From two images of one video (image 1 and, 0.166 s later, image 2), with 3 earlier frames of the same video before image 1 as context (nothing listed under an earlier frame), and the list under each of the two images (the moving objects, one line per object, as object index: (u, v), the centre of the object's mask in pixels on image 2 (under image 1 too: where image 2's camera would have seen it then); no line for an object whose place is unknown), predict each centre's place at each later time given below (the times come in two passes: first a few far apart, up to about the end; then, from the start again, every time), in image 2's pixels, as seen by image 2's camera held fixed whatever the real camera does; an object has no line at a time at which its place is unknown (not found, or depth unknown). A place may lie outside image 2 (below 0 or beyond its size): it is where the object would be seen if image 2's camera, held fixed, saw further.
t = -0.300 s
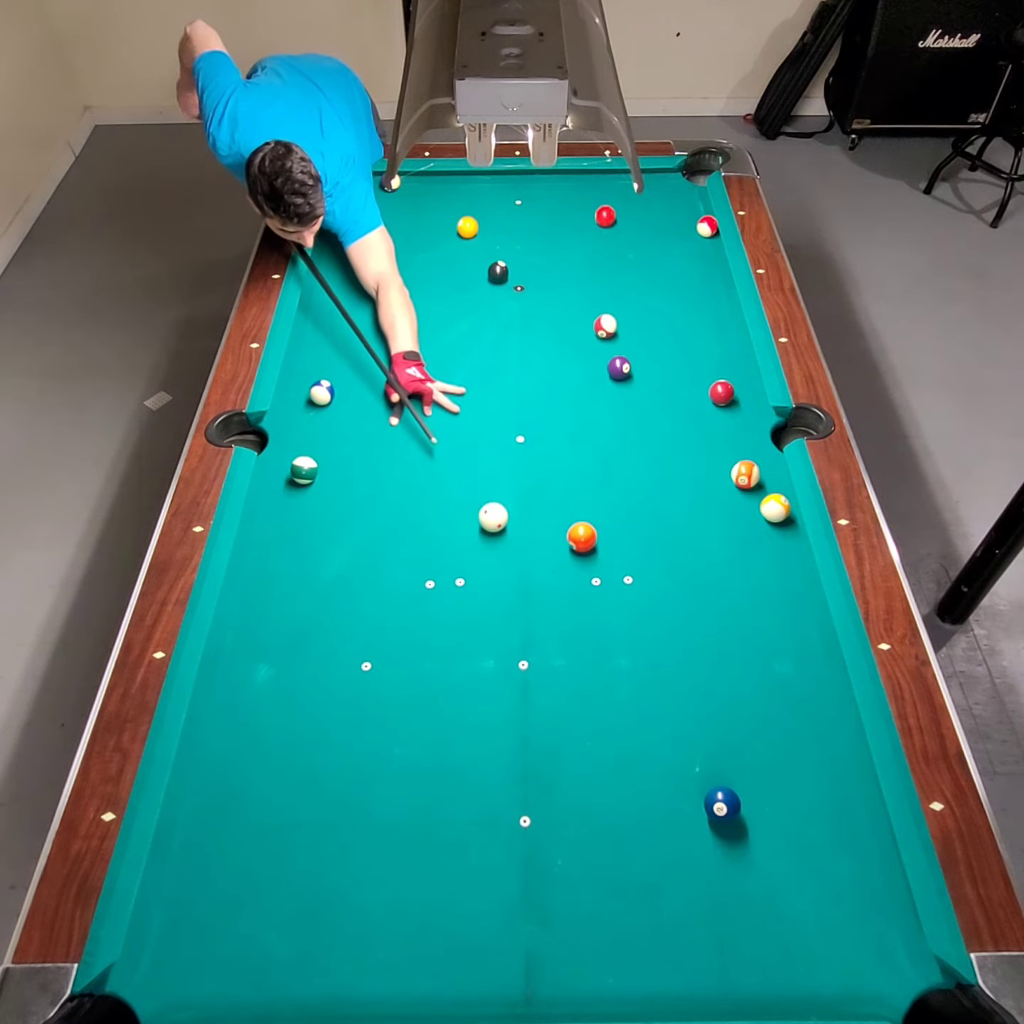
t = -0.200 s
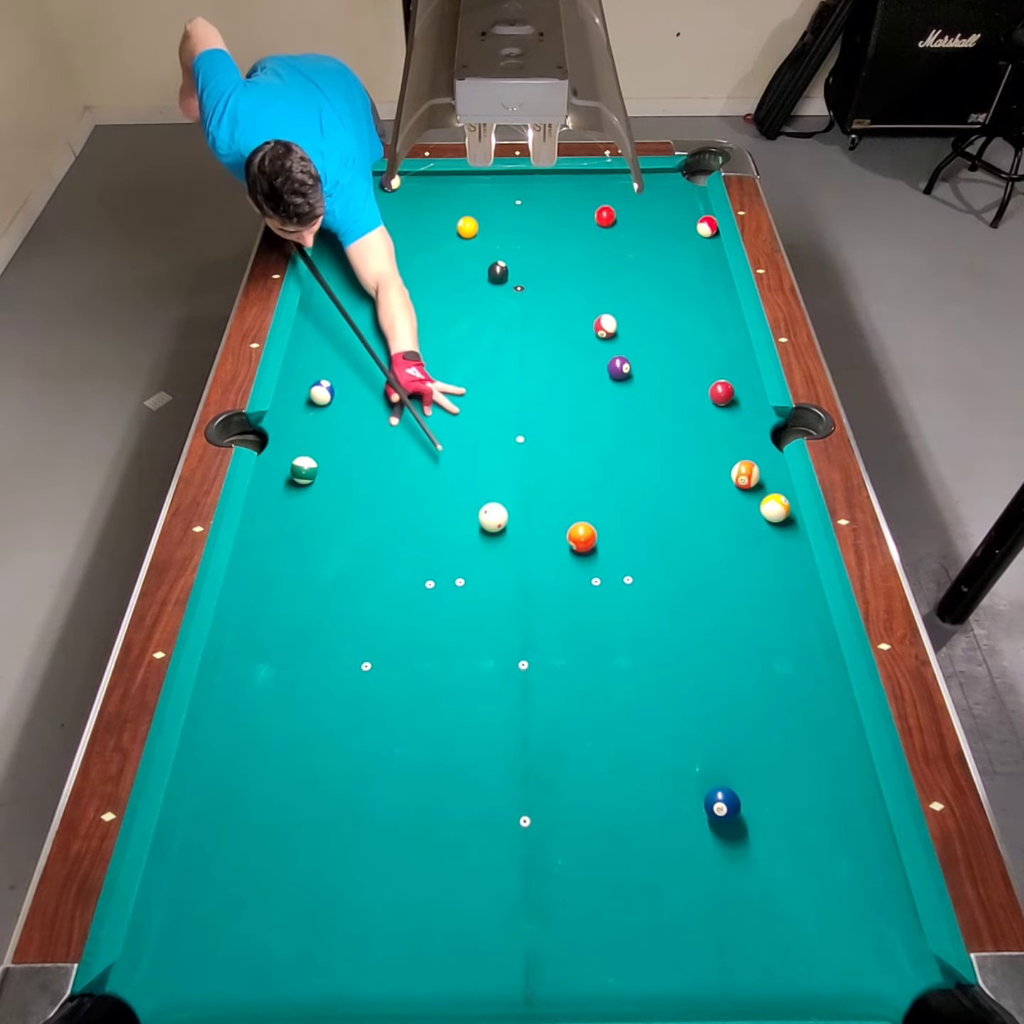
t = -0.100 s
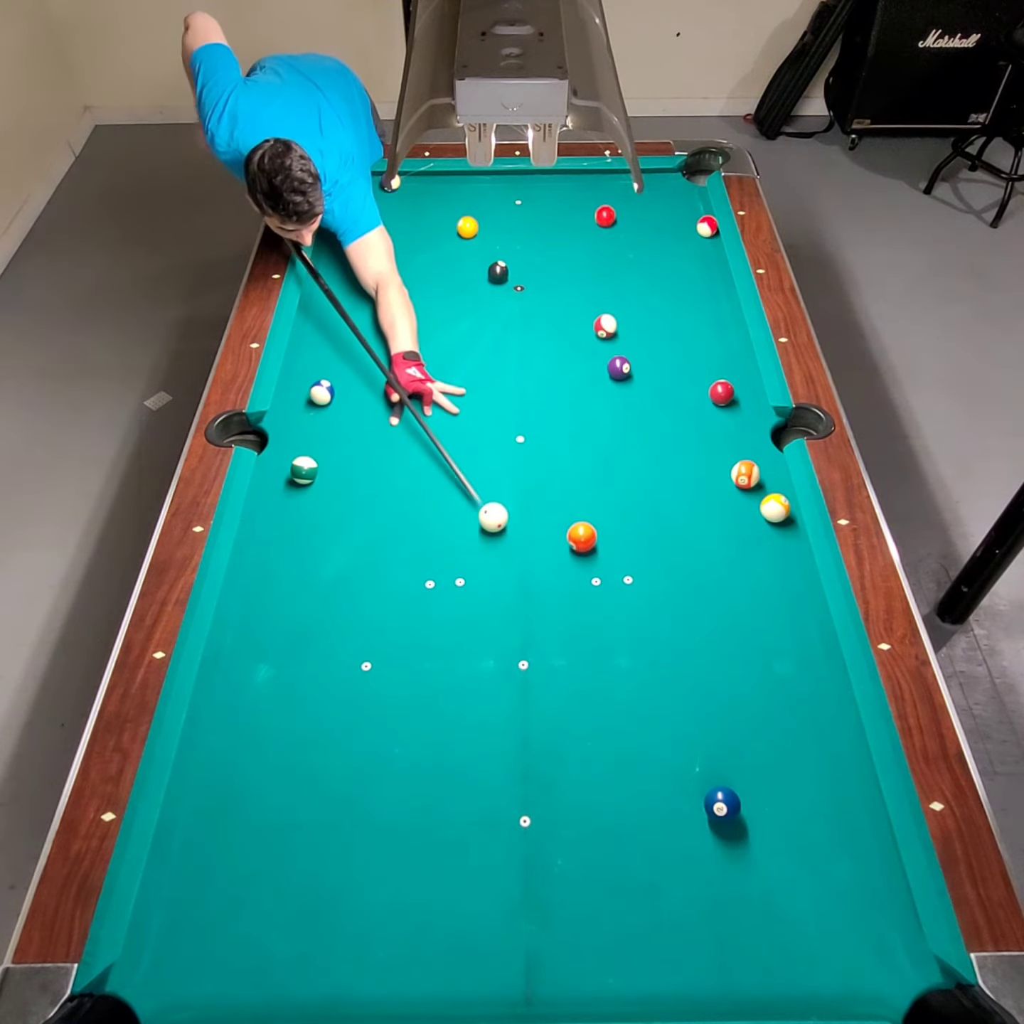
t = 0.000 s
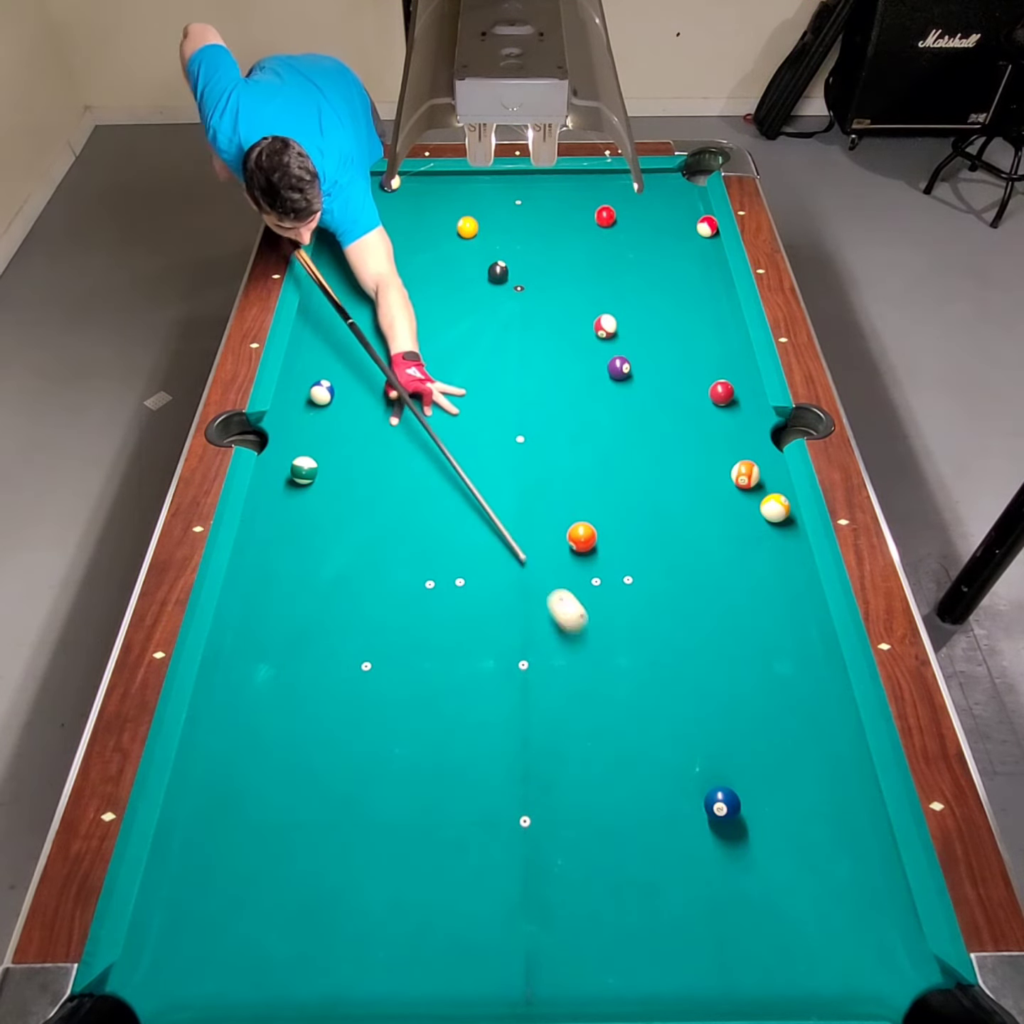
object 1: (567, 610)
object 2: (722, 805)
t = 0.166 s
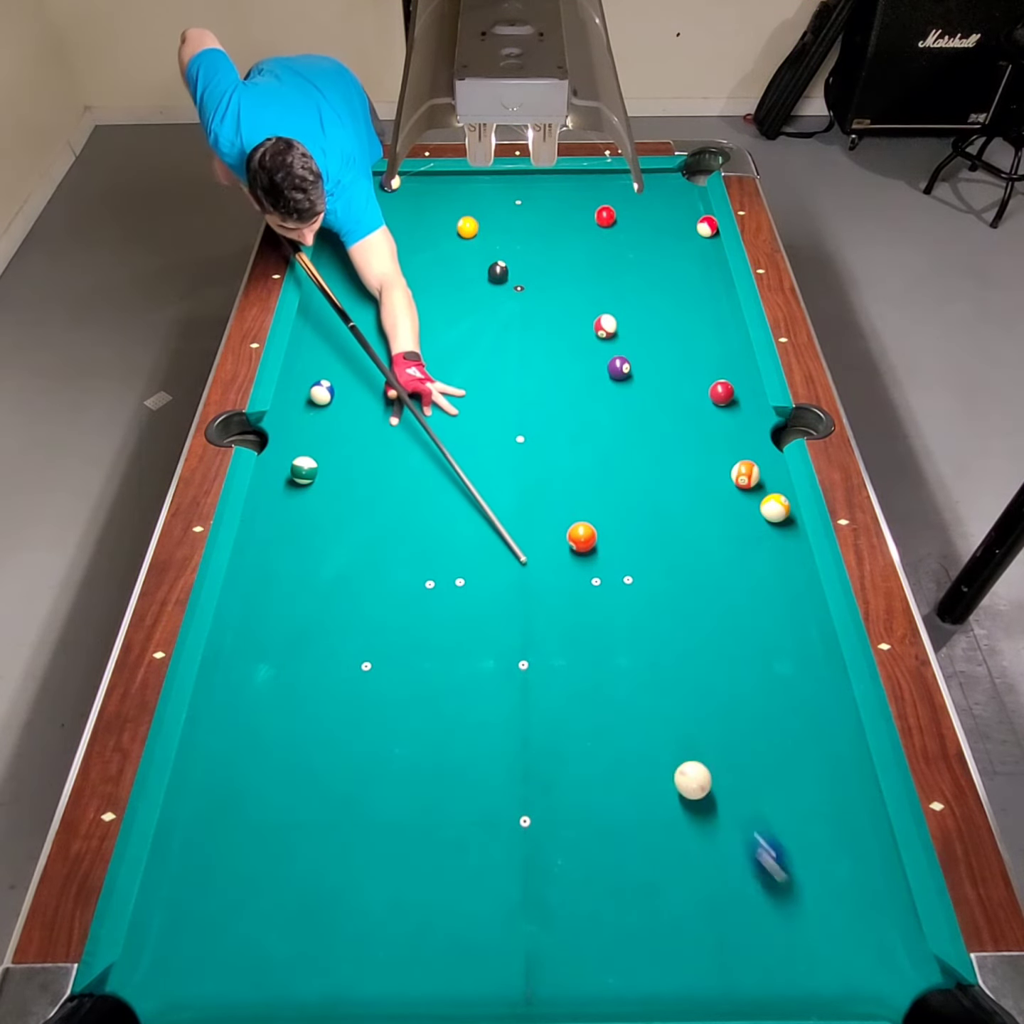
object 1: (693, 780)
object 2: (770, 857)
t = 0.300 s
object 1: (673, 776)
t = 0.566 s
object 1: (626, 748)
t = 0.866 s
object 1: (581, 721)
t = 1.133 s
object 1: (547, 699)
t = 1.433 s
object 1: (516, 678)
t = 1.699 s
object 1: (492, 661)
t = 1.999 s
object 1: (472, 645)
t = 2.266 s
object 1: (458, 634)
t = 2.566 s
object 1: (447, 624)
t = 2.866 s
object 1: (440, 616)
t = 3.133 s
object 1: (437, 612)
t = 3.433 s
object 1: (436, 610)
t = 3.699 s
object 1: (436, 610)
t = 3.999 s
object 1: (436, 610)
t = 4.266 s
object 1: (436, 610)
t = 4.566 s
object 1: (436, 610)
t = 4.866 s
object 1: (436, 610)
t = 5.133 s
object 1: (436, 610)
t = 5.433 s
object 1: (436, 611)
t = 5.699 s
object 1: (436, 611)
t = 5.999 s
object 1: (436, 611)
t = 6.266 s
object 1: (436, 611)
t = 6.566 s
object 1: (436, 610)
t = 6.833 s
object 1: (436, 611)
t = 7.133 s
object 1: (436, 611)
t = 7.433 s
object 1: (436, 611)
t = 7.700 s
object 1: (436, 611)
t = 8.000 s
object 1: (436, 611)
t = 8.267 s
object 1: (436, 611)
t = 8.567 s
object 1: (436, 610)
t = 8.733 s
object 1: (436, 610)
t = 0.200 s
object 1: (689, 781)
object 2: (811, 903)
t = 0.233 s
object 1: (684, 781)
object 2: (855, 946)
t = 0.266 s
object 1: (679, 779)
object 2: (905, 1002)
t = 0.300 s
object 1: (673, 776)
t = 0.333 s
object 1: (666, 772)
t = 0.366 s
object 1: (660, 769)
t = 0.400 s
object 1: (654, 765)
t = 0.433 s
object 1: (649, 762)
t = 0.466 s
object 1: (643, 758)
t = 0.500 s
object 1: (637, 755)
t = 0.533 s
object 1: (631, 752)
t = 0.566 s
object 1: (626, 748)
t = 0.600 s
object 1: (620, 745)
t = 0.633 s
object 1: (615, 742)
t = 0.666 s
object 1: (610, 739)
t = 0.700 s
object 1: (605, 736)
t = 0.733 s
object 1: (600, 733)
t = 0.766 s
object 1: (595, 730)
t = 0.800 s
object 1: (590, 727)
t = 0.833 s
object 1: (585, 724)
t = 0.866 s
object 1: (581, 721)
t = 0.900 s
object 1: (576, 718)
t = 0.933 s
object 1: (572, 715)
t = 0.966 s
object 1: (568, 713)
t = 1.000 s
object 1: (563, 710)
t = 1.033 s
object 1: (559, 707)
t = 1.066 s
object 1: (555, 704)
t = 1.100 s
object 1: (551, 702)
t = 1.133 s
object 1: (547, 699)
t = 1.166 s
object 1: (543, 697)
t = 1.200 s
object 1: (539, 694)
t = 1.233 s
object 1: (536, 692)
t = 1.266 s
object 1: (532, 690)
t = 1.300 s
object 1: (529, 687)
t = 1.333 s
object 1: (525, 685)
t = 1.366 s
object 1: (522, 683)
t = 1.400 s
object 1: (519, 680)
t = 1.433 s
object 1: (516, 678)
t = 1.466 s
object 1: (513, 675)
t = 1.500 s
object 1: (510, 673)
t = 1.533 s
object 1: (506, 671)
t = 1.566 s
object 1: (503, 669)
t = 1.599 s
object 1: (501, 667)
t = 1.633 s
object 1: (498, 665)
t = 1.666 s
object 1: (495, 663)
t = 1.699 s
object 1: (492, 661)
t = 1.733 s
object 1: (490, 659)
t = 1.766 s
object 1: (487, 657)
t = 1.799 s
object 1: (485, 655)
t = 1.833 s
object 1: (483, 653)
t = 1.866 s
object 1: (480, 652)
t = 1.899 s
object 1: (478, 650)
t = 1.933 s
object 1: (476, 648)
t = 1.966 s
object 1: (474, 647)
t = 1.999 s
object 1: (472, 645)
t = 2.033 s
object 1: (470, 644)
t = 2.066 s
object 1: (468, 642)
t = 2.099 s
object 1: (466, 641)
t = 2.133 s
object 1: (464, 639)
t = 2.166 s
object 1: (463, 638)
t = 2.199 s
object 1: (461, 637)
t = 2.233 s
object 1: (459, 635)
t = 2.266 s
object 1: (458, 634)
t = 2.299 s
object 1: (456, 633)
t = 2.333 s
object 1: (455, 631)
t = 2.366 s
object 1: (454, 630)
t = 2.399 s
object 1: (452, 629)
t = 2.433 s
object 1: (451, 628)
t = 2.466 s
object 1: (450, 627)
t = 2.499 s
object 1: (449, 626)
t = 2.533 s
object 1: (448, 625)
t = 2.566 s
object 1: (447, 624)
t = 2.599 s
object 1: (446, 623)
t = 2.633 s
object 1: (445, 621)
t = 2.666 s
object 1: (444, 621)
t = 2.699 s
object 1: (443, 620)
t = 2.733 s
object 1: (443, 619)
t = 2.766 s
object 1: (442, 618)
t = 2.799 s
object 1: (441, 617)
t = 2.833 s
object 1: (440, 617)
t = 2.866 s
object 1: (440, 616)
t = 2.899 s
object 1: (439, 616)
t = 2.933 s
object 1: (439, 615)
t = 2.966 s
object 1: (438, 615)
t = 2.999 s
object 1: (438, 614)
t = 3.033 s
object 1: (437, 614)
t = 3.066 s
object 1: (437, 613)
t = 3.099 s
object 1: (437, 613)
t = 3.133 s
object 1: (437, 612)
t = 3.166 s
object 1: (437, 612)
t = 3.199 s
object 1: (436, 612)
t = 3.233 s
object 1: (436, 611)
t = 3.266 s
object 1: (436, 611)
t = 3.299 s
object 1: (436, 611)
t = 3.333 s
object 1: (436, 611)
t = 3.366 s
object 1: (436, 611)
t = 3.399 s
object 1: (436, 610)
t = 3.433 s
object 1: (436, 610)
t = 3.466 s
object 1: (436, 610)
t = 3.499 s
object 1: (436, 610)
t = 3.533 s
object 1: (436, 610)
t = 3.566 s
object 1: (436, 610)
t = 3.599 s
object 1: (436, 610)
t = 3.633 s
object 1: (436, 610)
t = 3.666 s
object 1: (436, 610)
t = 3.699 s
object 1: (436, 610)
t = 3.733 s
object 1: (436, 610)
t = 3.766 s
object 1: (436, 610)
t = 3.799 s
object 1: (436, 610)
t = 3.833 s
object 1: (436, 610)
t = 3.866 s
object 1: (436, 610)
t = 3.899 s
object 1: (436, 610)
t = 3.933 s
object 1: (436, 610)
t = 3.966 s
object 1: (436, 610)
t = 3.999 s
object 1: (436, 610)
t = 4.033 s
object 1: (436, 610)
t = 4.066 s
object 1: (436, 610)
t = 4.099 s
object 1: (436, 610)
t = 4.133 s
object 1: (436, 610)
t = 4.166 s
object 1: (436, 610)
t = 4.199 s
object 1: (436, 610)
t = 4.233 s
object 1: (436, 610)
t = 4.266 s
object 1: (436, 610)
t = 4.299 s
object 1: (436, 610)
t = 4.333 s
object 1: (436, 610)
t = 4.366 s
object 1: (436, 610)
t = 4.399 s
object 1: (436, 610)
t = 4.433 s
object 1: (436, 610)
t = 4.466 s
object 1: (436, 610)
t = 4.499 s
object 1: (436, 610)
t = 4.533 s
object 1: (436, 610)
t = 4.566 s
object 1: (436, 610)
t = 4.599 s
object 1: (436, 610)
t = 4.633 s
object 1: (436, 610)
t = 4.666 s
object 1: (436, 610)
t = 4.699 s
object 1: (436, 610)
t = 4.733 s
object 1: (436, 610)
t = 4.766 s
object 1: (436, 610)
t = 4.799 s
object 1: (436, 610)
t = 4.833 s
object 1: (436, 610)
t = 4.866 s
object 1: (436, 610)
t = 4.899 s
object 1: (436, 610)
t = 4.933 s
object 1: (436, 610)
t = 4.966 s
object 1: (436, 611)
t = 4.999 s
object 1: (436, 611)
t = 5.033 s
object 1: (436, 611)
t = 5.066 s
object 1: (436, 610)
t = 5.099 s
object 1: (436, 610)
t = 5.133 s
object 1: (436, 610)
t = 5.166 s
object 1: (436, 611)
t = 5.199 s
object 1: (436, 610)
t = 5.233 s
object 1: (436, 611)
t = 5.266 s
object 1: (436, 611)
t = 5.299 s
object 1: (436, 611)
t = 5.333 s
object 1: (436, 611)
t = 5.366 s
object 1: (436, 611)
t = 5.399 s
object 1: (436, 611)
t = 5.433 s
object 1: (436, 611)
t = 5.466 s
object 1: (436, 611)
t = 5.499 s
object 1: (436, 611)
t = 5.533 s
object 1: (436, 611)
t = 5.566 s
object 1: (436, 611)
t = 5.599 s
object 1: (436, 611)
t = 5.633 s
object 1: (436, 611)
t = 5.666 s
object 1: (436, 611)
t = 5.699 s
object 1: (436, 611)
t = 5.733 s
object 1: (436, 611)
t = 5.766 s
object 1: (436, 611)
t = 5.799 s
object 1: (436, 611)
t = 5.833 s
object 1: (436, 611)
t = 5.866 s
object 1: (436, 611)
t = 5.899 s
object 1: (436, 611)
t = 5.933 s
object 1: (436, 611)
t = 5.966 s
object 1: (436, 611)
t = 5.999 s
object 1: (436, 611)
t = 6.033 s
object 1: (436, 611)
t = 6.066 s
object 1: (436, 611)
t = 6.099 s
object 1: (436, 611)
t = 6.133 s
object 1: (436, 611)
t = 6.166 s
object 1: (436, 611)
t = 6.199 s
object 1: (436, 611)
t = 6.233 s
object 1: (436, 611)
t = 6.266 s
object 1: (436, 611)
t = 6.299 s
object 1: (436, 611)
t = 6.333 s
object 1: (436, 611)
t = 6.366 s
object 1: (436, 610)
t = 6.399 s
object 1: (436, 611)
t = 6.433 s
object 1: (436, 611)
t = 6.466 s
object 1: (436, 611)
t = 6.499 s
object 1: (436, 611)
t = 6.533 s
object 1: (436, 611)
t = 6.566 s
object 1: (436, 610)
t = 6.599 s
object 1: (436, 611)
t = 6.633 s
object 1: (436, 611)
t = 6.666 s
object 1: (436, 611)
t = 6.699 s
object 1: (436, 611)
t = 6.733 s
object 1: (436, 611)
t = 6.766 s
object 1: (436, 611)
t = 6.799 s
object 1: (436, 611)
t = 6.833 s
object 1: (436, 611)
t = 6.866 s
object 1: (436, 611)
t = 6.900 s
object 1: (436, 610)
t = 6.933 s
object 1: (436, 611)
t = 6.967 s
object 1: (436, 610)
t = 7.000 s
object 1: (436, 611)
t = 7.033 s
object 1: (436, 611)
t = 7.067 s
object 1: (436, 610)
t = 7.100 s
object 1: (436, 610)
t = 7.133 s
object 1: (436, 611)
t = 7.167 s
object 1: (436, 610)
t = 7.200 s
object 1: (436, 610)
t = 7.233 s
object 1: (436, 611)
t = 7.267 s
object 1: (436, 610)
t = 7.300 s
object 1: (436, 611)
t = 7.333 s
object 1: (436, 611)
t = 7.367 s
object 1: (436, 610)
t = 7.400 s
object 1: (436, 610)
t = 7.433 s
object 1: (436, 611)
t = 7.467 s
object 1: (436, 611)
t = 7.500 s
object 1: (436, 611)
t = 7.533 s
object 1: (436, 610)
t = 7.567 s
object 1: (436, 610)
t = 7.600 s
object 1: (436, 611)
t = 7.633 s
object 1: (436, 611)
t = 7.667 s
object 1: (436, 611)
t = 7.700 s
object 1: (436, 611)
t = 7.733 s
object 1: (436, 611)
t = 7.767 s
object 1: (436, 611)
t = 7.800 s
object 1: (436, 611)
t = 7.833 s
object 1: (436, 611)
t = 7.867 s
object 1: (436, 611)
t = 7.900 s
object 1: (436, 611)
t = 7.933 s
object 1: (436, 611)
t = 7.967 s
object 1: (436, 611)
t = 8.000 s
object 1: (436, 611)
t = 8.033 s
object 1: (436, 611)
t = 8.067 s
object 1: (436, 611)
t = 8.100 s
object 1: (436, 611)
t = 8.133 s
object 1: (436, 610)
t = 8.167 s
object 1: (436, 611)
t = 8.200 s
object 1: (436, 611)
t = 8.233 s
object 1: (436, 611)
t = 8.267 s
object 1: (436, 611)
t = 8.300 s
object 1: (436, 611)
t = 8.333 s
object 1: (436, 610)
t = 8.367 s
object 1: (436, 611)
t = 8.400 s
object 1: (436, 610)
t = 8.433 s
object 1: (436, 611)
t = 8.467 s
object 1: (436, 610)
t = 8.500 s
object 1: (436, 611)
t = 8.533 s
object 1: (436, 610)
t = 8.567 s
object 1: (436, 610)
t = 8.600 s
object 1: (436, 610)
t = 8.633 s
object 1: (436, 610)
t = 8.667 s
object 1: (436, 610)
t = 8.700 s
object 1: (436, 610)
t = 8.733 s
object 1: (436, 610)
